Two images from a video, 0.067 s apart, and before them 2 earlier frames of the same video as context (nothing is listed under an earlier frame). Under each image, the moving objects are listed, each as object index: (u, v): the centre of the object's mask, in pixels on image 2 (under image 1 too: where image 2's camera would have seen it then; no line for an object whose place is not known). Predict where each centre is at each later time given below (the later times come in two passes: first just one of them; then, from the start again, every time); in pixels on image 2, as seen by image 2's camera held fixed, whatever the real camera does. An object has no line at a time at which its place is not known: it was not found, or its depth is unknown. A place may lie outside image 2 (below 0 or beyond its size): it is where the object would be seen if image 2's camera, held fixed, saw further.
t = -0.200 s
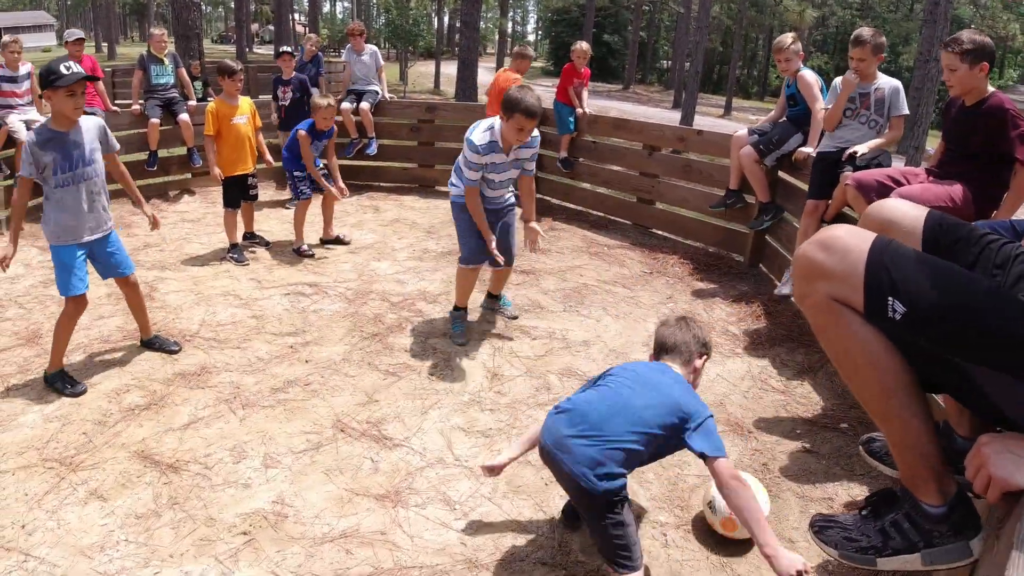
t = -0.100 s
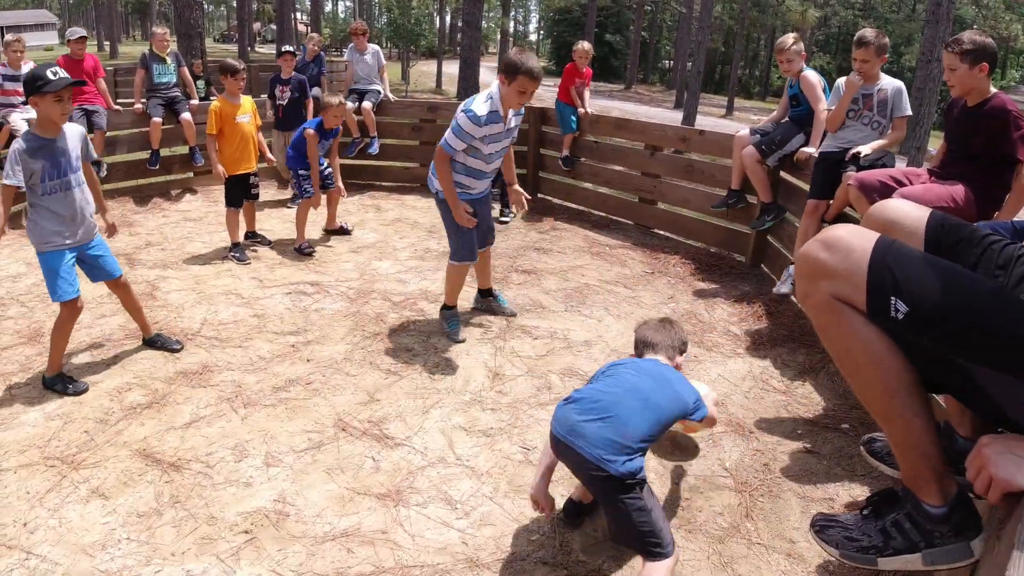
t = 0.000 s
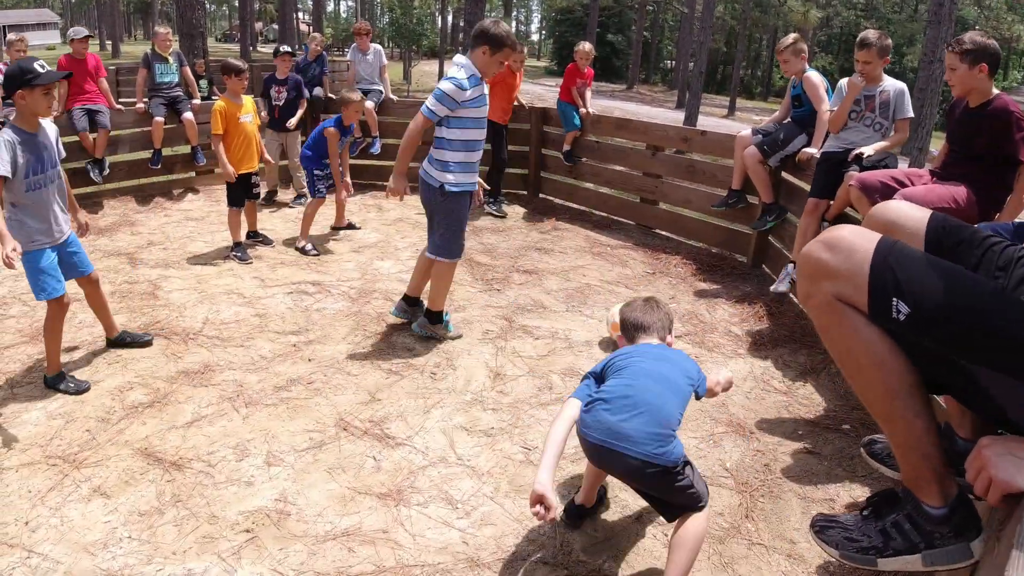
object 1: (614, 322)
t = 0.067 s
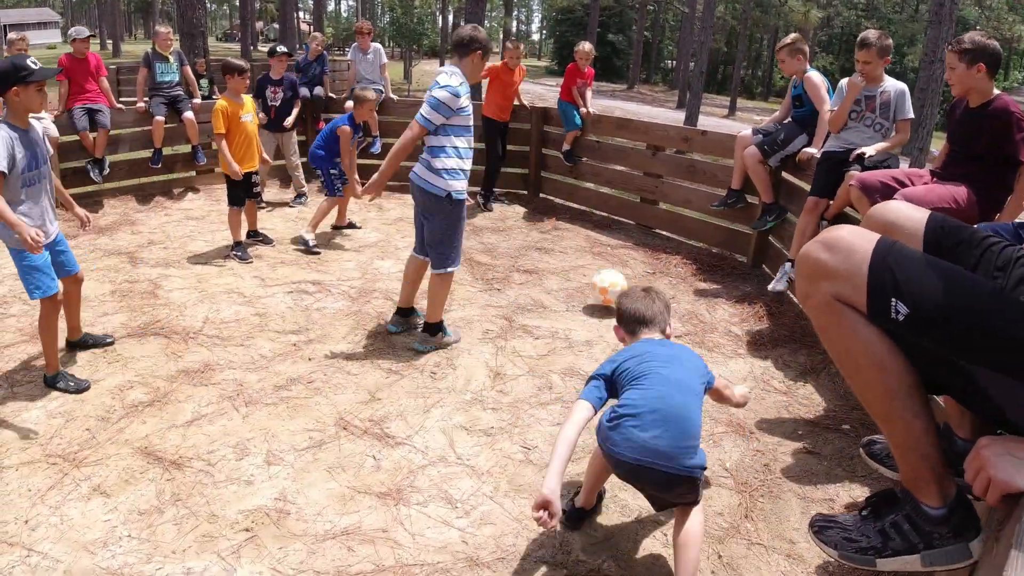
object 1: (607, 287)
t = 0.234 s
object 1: (580, 245)
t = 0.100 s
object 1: (603, 280)
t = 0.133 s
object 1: (594, 267)
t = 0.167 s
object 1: (591, 259)
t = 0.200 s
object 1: (584, 248)
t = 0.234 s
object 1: (580, 245)
